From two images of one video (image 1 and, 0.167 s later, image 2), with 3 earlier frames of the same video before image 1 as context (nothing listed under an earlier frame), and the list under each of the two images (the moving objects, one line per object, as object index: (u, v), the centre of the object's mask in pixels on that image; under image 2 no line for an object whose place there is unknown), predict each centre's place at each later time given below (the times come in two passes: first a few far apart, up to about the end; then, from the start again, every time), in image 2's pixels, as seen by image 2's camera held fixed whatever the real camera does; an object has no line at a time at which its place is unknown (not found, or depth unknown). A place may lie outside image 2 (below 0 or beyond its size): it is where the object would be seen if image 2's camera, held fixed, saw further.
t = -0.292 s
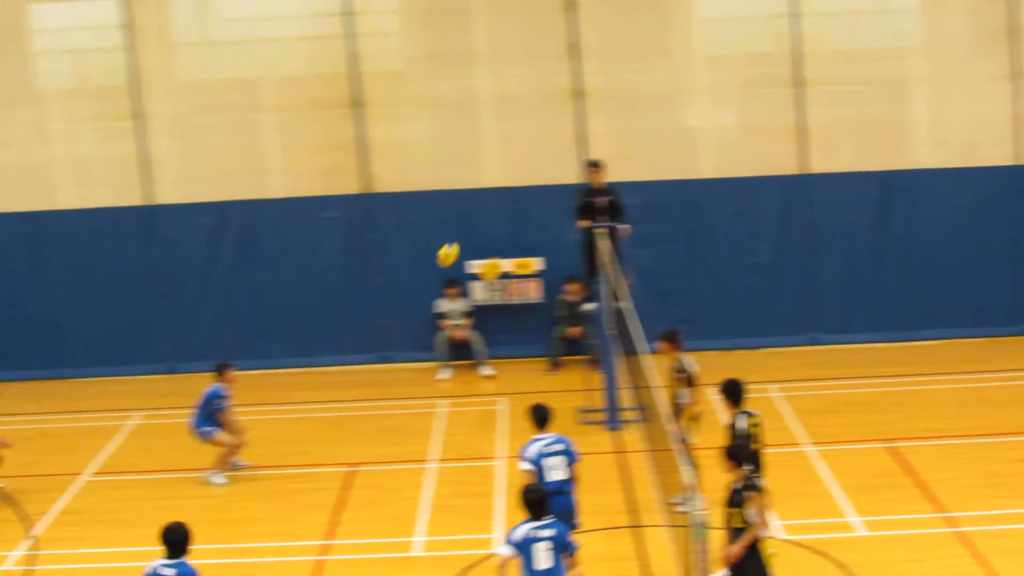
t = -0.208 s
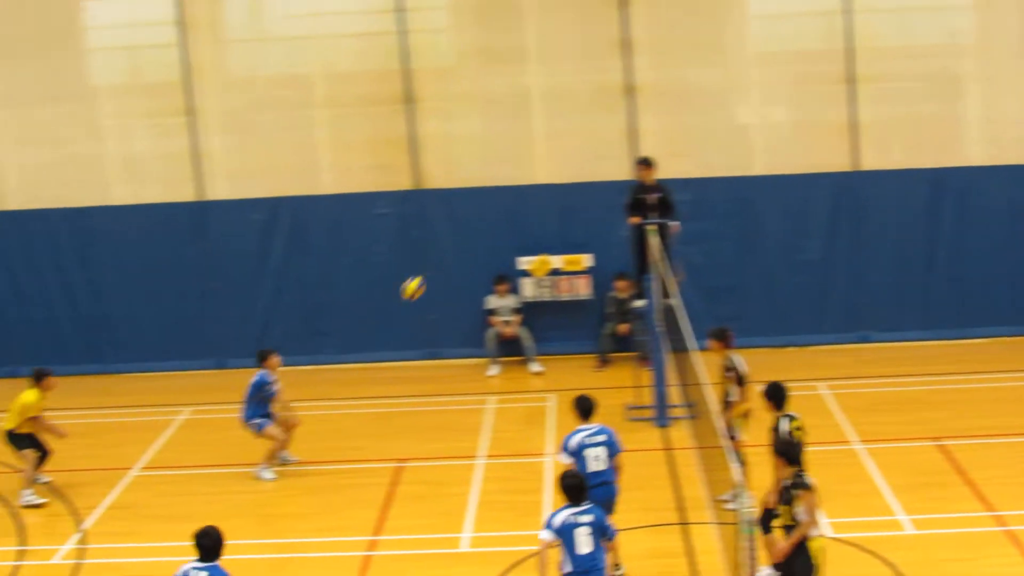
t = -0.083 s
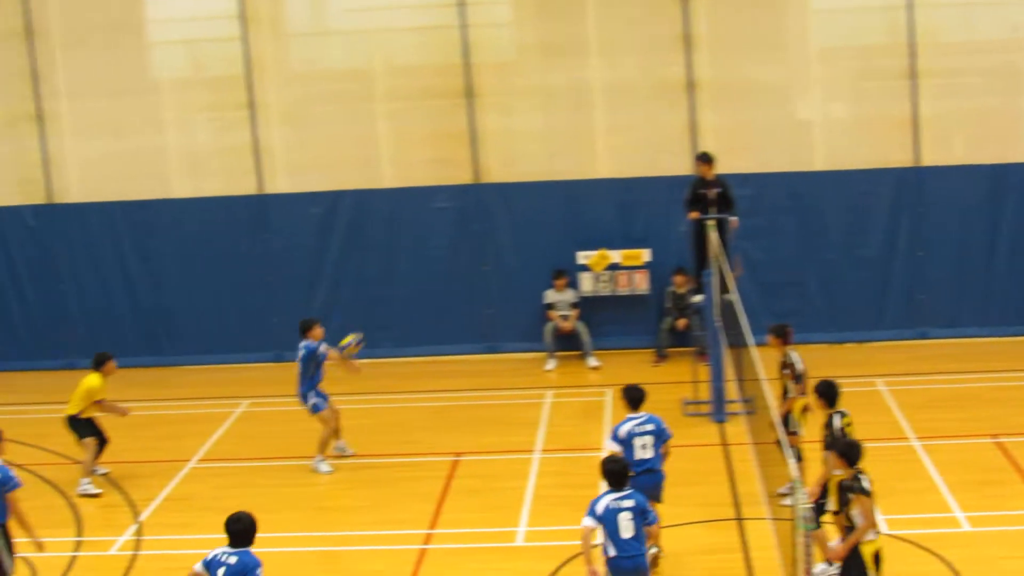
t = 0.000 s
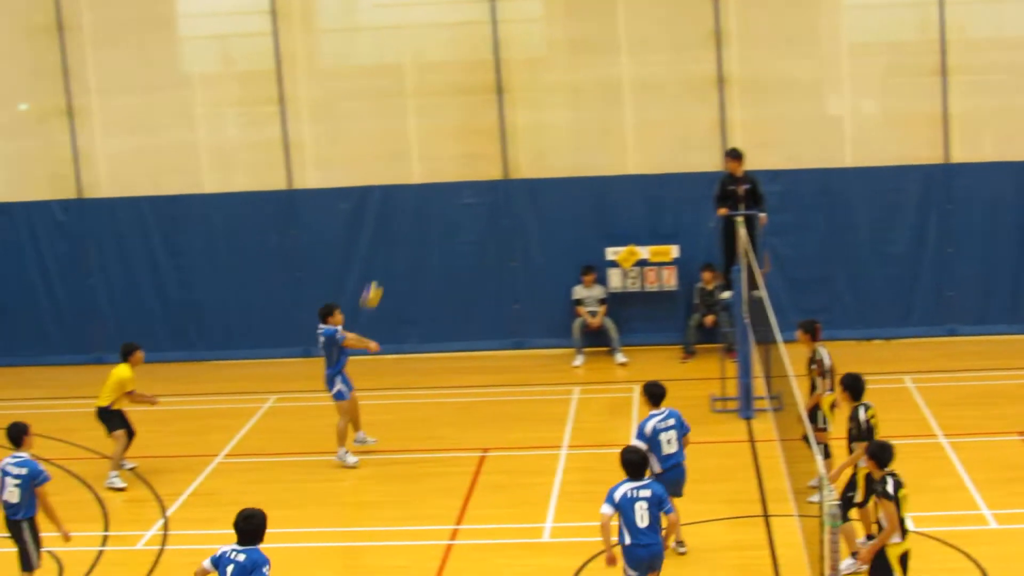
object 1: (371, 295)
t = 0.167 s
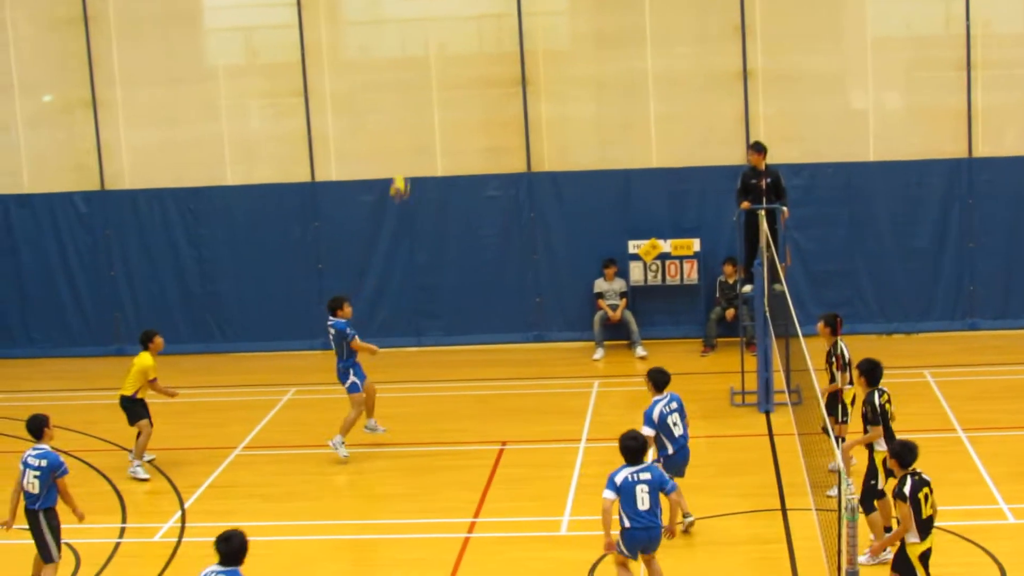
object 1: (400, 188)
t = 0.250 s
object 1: (404, 145)
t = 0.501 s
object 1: (418, 55)
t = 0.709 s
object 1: (435, 23)
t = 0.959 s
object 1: (458, 35)
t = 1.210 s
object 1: (483, 101)
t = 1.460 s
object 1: (511, 226)
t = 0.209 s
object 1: (401, 166)
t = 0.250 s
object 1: (404, 145)
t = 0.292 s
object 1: (407, 126)
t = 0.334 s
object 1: (410, 109)
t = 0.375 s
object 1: (410, 92)
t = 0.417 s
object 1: (413, 78)
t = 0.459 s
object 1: (416, 66)
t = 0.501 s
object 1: (418, 55)
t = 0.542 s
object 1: (423, 47)
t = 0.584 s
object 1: (426, 38)
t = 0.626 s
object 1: (429, 31)
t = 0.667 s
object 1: (432, 27)
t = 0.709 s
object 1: (435, 23)
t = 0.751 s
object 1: (438, 21)
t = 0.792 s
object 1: (443, 22)
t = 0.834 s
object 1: (446, 23)
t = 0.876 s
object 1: (450, 25)
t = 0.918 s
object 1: (454, 28)
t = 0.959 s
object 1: (458, 35)
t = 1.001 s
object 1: (461, 41)
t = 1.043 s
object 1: (465, 52)
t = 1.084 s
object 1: (469, 61)
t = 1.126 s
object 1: (475, 75)
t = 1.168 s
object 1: (479, 87)
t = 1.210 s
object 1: (483, 101)
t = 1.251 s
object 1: (487, 118)
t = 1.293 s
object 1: (492, 137)
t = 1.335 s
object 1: (497, 156)
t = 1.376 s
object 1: (501, 181)
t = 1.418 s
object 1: (507, 202)
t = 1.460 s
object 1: (511, 226)
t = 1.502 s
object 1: (517, 251)
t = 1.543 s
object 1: (522, 278)
